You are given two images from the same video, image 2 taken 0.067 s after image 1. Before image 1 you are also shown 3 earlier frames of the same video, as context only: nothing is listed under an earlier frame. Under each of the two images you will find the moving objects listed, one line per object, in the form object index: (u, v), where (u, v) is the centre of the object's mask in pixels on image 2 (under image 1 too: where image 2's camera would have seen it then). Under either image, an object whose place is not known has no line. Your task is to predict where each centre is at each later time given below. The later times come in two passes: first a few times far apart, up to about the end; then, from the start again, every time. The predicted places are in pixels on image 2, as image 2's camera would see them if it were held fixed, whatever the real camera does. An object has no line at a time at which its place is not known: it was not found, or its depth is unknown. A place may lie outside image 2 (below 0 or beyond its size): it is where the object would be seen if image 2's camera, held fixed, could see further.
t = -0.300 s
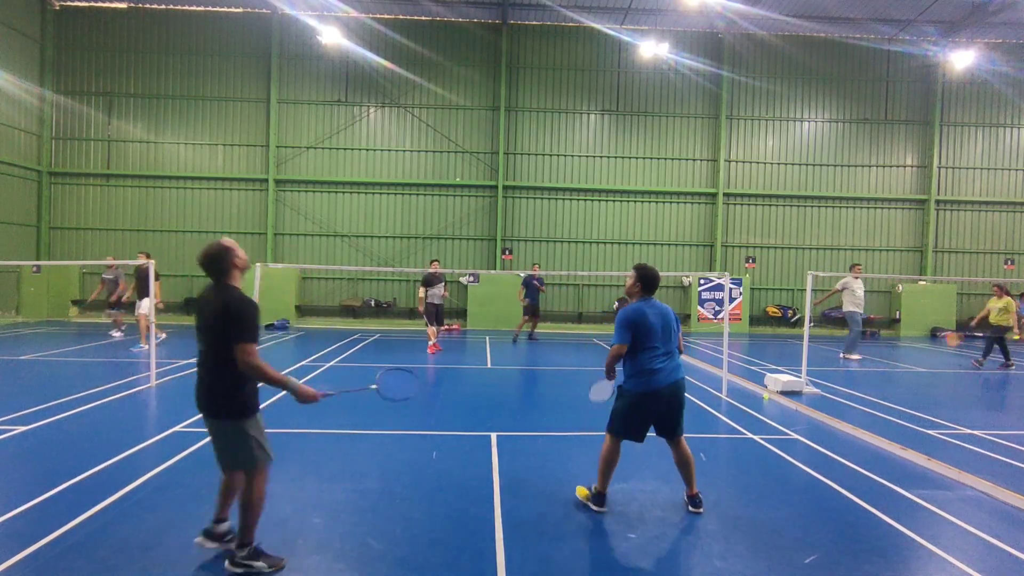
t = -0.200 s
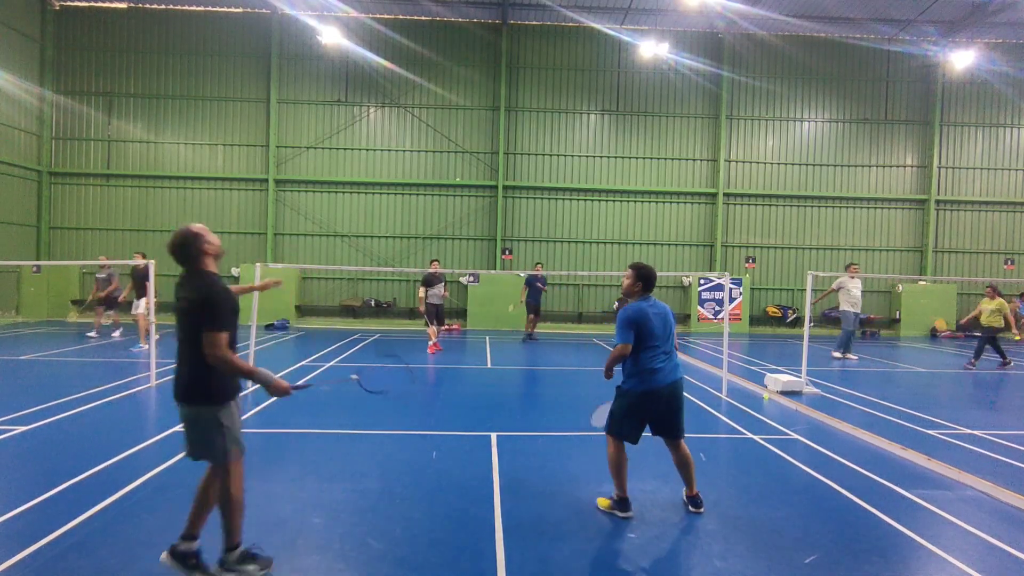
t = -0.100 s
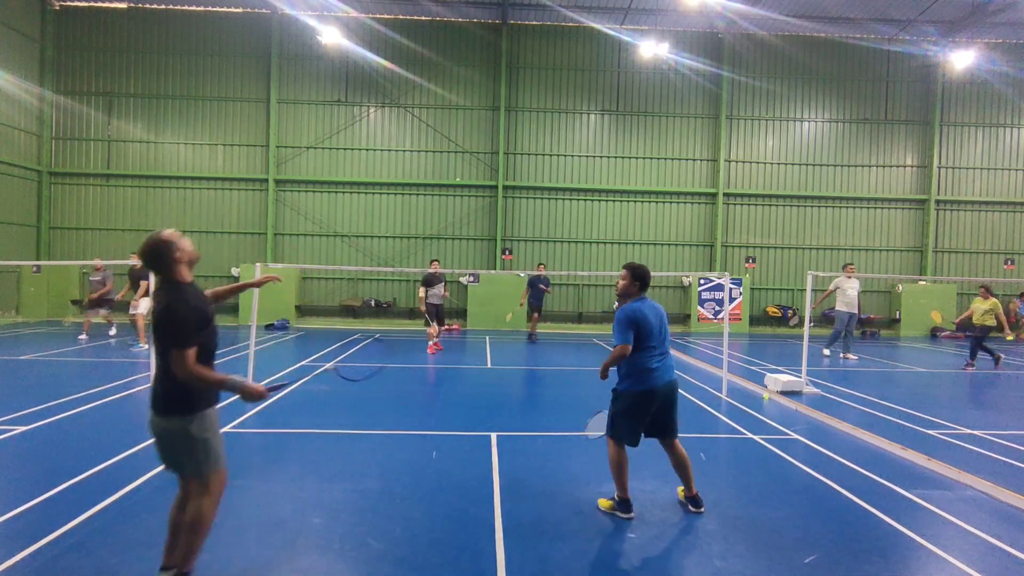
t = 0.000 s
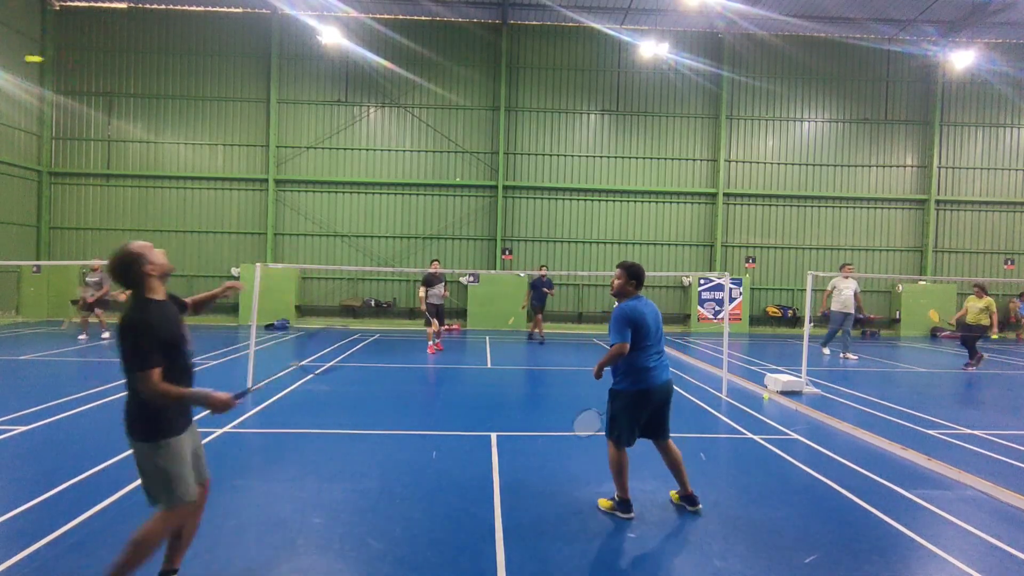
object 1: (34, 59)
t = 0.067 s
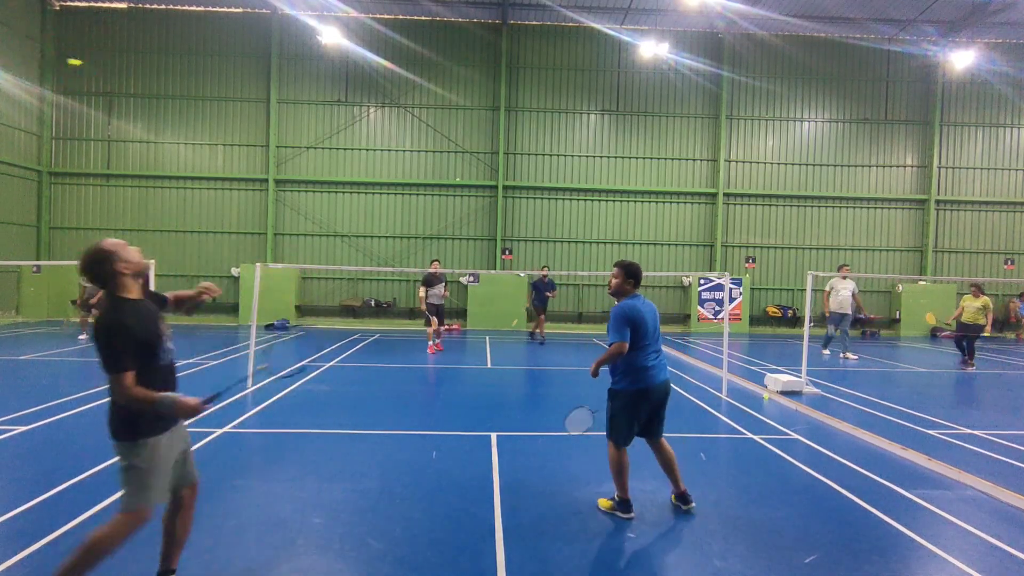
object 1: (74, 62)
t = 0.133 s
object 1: (103, 67)
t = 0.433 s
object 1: (177, 104)
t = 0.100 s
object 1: (89, 64)
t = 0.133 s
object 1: (103, 67)
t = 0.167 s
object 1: (115, 70)
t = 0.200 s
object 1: (126, 74)
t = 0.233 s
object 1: (135, 77)
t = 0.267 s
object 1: (144, 81)
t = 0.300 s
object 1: (151, 85)
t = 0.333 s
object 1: (159, 90)
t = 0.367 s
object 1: (165, 94)
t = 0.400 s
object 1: (171, 99)
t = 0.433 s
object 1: (177, 104)
